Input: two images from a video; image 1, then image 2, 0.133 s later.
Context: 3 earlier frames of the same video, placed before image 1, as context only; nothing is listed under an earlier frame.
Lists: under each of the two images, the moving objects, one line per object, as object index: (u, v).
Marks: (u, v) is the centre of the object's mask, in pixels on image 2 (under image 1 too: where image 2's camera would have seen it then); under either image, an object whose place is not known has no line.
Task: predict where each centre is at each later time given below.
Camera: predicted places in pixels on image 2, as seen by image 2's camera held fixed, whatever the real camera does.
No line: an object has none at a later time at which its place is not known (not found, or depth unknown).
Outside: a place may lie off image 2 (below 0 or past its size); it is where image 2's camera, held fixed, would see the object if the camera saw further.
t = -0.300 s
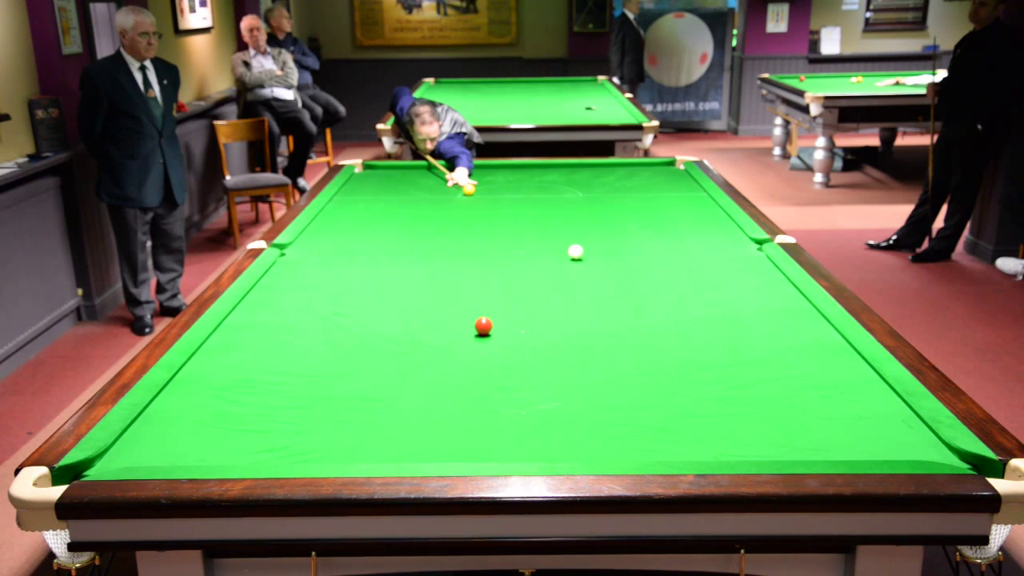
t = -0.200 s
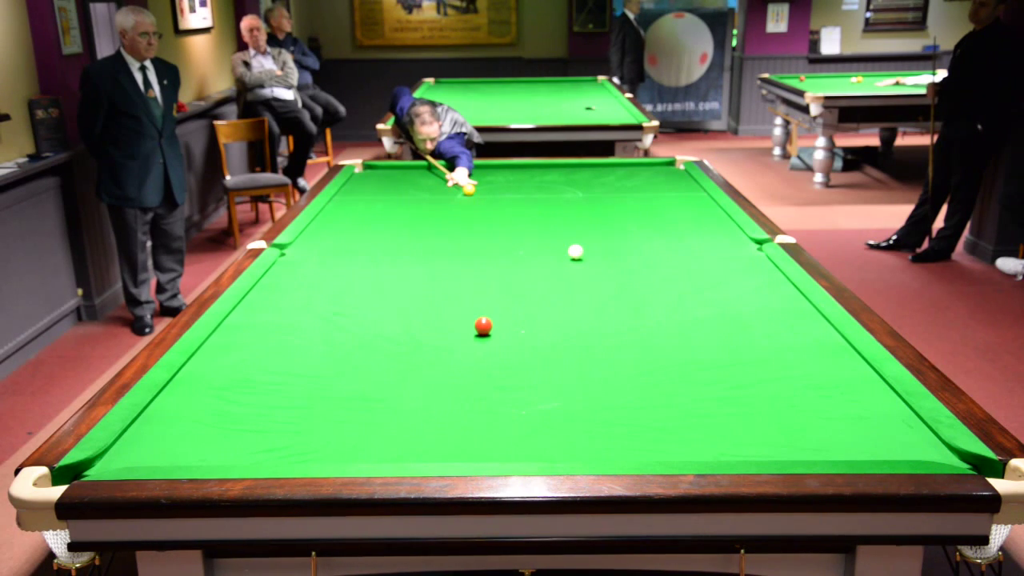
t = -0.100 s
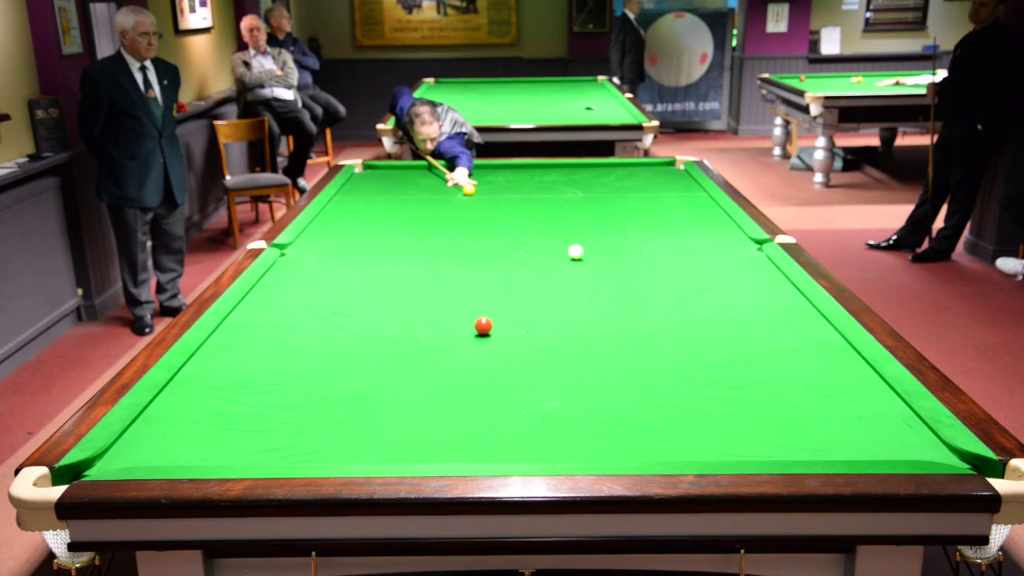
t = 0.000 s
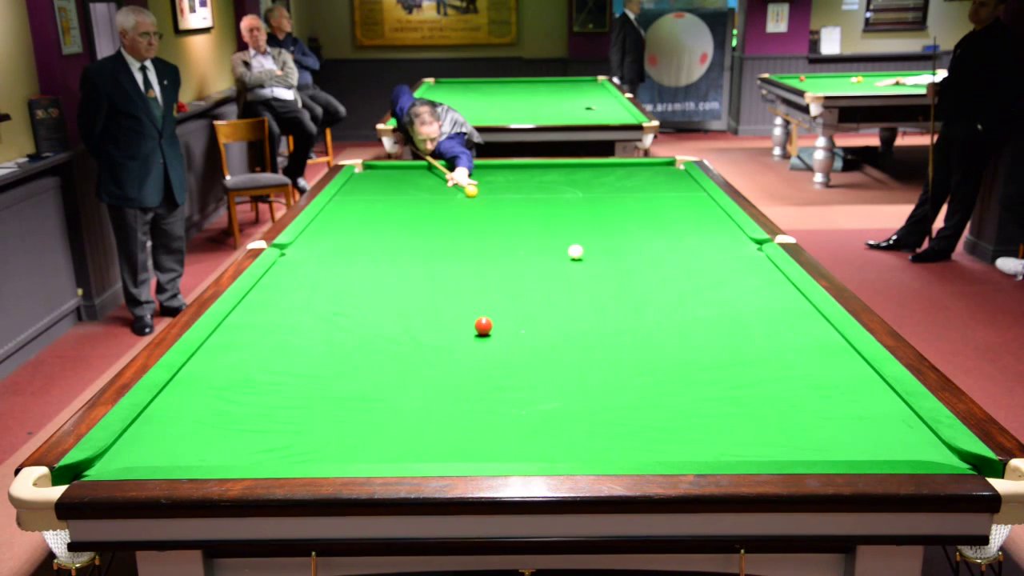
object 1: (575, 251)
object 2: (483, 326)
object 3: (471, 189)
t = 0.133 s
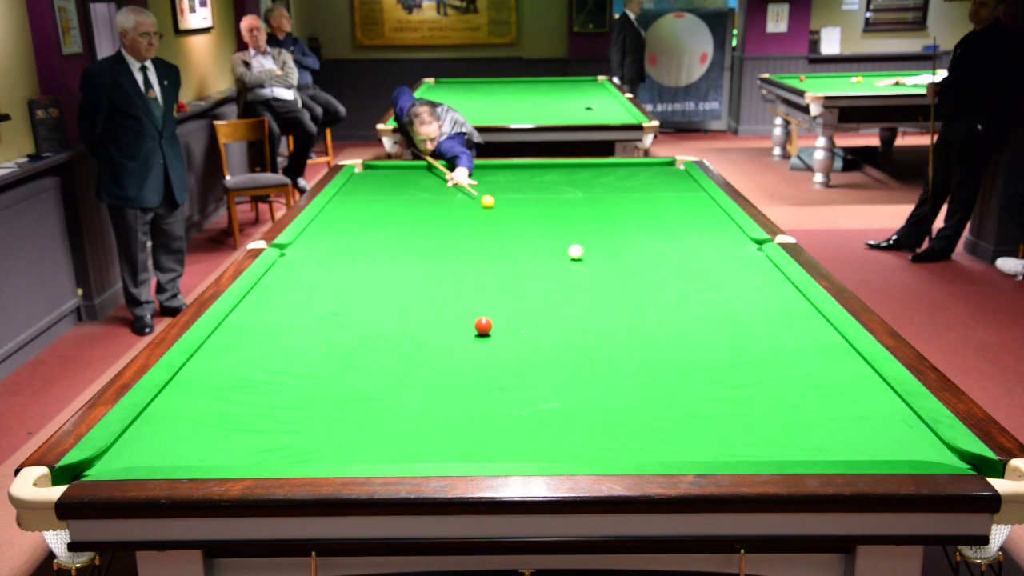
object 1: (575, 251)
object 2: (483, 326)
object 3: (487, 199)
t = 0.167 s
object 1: (575, 251)
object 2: (483, 326)
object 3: (491, 201)
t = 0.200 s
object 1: (575, 251)
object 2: (483, 326)
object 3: (495, 204)
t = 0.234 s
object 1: (575, 251)
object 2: (483, 326)
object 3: (499, 206)
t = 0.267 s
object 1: (575, 251)
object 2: (483, 326)
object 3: (503, 209)
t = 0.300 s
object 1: (575, 251)
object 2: (483, 326)
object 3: (507, 211)
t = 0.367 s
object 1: (575, 251)
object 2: (483, 326)
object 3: (516, 216)
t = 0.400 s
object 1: (575, 251)
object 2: (483, 326)
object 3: (520, 219)
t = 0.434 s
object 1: (575, 251)
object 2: (483, 326)
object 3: (524, 222)
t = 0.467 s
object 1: (575, 251)
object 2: (483, 326)
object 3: (528, 225)
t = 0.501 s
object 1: (575, 251)
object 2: (483, 326)
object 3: (533, 227)
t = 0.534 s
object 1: (575, 251)
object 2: (483, 326)
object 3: (538, 230)
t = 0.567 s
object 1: (575, 251)
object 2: (483, 326)
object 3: (544, 234)
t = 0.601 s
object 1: (575, 251)
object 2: (483, 326)
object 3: (548, 237)
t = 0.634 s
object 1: (575, 251)
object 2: (483, 326)
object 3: (554, 240)
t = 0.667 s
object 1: (575, 251)
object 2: (483, 326)
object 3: (559, 244)
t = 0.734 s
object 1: (586, 253)
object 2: (483, 326)
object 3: (559, 249)
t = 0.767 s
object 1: (595, 254)
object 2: (483, 326)
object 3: (556, 251)
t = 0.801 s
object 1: (604, 256)
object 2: (483, 326)
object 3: (553, 255)
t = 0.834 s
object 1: (612, 258)
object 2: (483, 326)
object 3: (550, 256)
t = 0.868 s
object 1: (620, 260)
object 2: (483, 326)
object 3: (548, 259)
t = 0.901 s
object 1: (627, 261)
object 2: (483, 326)
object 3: (546, 261)
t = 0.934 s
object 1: (634, 262)
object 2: (483, 326)
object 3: (545, 263)
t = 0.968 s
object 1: (641, 264)
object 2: (483, 326)
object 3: (542, 265)
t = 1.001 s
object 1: (648, 265)
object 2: (483, 326)
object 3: (540, 267)
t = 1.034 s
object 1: (655, 267)
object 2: (483, 326)
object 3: (538, 270)
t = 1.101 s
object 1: (669, 270)
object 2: (483, 326)
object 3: (534, 275)
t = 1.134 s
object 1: (676, 271)
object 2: (483, 326)
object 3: (532, 277)
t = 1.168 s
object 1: (683, 272)
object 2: (483, 326)
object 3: (530, 279)
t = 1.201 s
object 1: (690, 274)
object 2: (483, 326)
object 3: (528, 282)
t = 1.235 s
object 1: (698, 275)
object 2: (483, 326)
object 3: (526, 284)
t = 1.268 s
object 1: (705, 277)
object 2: (483, 326)
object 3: (524, 287)
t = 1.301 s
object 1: (712, 278)
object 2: (483, 326)
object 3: (521, 289)
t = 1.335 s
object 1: (720, 280)
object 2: (483, 326)
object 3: (519, 292)
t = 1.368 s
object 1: (727, 281)
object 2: (483, 326)
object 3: (517, 294)
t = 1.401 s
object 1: (735, 283)
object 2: (483, 326)
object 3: (514, 297)
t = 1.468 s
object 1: (750, 286)
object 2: (483, 326)
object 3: (510, 302)
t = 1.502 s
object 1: (758, 287)
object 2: (483, 326)
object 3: (507, 305)
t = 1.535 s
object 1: (765, 289)
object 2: (483, 326)
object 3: (505, 307)
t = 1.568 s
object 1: (773, 291)
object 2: (483, 326)
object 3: (502, 310)
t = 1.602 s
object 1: (781, 292)
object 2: (483, 326)
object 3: (500, 313)
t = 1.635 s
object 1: (789, 294)
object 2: (483, 326)
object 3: (498, 316)
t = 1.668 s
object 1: (797, 296)
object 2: (483, 326)
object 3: (496, 318)
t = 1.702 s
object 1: (796, 297)
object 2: (480, 327)
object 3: (495, 320)
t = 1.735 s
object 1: (792, 298)
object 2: (476, 329)
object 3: (496, 321)
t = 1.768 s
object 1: (789, 300)
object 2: (472, 331)
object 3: (497, 323)
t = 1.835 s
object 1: (784, 303)
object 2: (465, 335)
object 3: (500, 324)
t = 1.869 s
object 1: (782, 304)
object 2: (462, 336)
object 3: (500, 326)
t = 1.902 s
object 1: (779, 305)
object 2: (459, 338)
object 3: (502, 326)
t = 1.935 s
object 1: (777, 307)
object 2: (455, 340)
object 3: (502, 328)
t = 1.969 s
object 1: (775, 309)
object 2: (452, 342)
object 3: (503, 329)
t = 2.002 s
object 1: (772, 310)
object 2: (449, 343)
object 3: (505, 330)
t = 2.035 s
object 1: (770, 311)
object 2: (445, 345)
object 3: (506, 331)
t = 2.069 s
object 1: (767, 313)
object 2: (442, 347)
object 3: (506, 332)
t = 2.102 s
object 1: (765, 314)
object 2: (439, 349)
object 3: (507, 333)
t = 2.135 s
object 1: (763, 316)
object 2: (435, 350)
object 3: (508, 334)
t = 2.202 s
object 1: (758, 319)
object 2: (429, 354)
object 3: (510, 336)
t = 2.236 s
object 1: (755, 320)
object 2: (425, 355)
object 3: (511, 337)
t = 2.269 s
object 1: (753, 322)
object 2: (422, 357)
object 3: (512, 338)
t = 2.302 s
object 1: (751, 323)
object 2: (419, 359)
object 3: (513, 339)
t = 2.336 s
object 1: (748, 325)
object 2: (415, 361)
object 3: (514, 340)
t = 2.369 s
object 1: (745, 326)
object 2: (412, 362)
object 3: (515, 341)
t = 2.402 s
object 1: (743, 328)
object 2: (409, 364)
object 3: (516, 342)
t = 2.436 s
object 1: (740, 329)
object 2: (405, 366)
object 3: (517, 343)
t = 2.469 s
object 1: (738, 331)
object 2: (402, 368)
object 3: (518, 343)
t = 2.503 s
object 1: (736, 333)
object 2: (399, 370)
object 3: (519, 345)
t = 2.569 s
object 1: (731, 335)
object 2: (392, 373)
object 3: (521, 347)
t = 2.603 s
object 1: (728, 337)
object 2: (389, 375)
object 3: (522, 347)
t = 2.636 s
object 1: (725, 338)
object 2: (385, 377)
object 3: (523, 348)
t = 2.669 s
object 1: (723, 340)
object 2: (382, 379)
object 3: (523, 349)
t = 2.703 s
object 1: (720, 342)
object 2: (378, 380)
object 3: (524, 350)
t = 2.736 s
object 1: (718, 343)
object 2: (375, 382)
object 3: (525, 351)
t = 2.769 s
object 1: (715, 345)
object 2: (371, 384)
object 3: (526, 352)
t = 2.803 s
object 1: (713, 346)
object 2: (368, 386)
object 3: (527, 353)
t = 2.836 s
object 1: (710, 348)
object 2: (364, 388)
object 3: (528, 354)
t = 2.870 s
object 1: (708, 349)
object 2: (361, 389)
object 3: (529, 354)
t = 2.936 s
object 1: (702, 352)
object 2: (354, 393)
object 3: (530, 356)
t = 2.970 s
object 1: (700, 354)
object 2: (351, 395)
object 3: (531, 357)
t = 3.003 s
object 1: (697, 356)
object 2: (347, 396)
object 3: (532, 358)
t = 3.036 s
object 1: (694, 357)
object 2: (344, 398)
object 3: (533, 359)
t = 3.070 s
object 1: (692, 359)
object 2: (340, 400)
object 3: (534, 359)
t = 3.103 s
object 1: (689, 361)
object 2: (337, 402)
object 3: (535, 360)
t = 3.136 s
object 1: (687, 362)
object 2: (334, 404)
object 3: (535, 361)
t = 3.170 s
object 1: (684, 363)
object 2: (330, 406)
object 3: (536, 361)
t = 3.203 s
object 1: (682, 365)
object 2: (326, 408)
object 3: (537, 362)
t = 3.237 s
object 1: (679, 367)
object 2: (323, 409)
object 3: (538, 363)
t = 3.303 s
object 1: (674, 370)
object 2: (316, 413)
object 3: (540, 364)
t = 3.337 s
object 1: (671, 371)
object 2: (313, 415)
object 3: (540, 365)
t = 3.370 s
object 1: (668, 373)
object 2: (309, 417)
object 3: (541, 366)
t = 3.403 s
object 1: (665, 374)
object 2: (306, 419)
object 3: (542, 367)
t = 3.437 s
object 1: (663, 376)
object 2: (302, 420)
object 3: (543, 367)
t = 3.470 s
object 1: (660, 378)
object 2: (299, 422)
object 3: (544, 368)
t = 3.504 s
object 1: (657, 379)
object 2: (295, 424)
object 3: (545, 369)
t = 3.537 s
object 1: (655, 381)
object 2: (292, 426)
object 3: (546, 369)
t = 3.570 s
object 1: (652, 382)
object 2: (289, 428)
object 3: (546, 370)
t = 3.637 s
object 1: (647, 386)
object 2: (282, 431)
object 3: (548, 371)
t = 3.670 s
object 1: (644, 387)
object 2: (278, 433)
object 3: (548, 372)
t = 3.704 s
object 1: (641, 389)
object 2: (275, 435)
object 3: (549, 372)
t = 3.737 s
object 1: (639, 391)
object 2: (271, 437)
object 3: (550, 373)
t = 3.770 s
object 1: (636, 392)
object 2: (268, 439)
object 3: (551, 374)
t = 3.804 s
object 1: (633, 393)
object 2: (265, 441)
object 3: (551, 374)
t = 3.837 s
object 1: (631, 395)
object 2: (261, 443)
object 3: (552, 375)
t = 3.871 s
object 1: (628, 396)
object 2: (258, 444)
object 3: (553, 375)
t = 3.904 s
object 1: (625, 398)
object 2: (254, 446)
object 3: (553, 376)
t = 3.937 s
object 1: (622, 400)
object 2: (251, 448)
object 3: (554, 376)
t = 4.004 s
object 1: (617, 403)
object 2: (244, 451)
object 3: (555, 378)
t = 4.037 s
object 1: (614, 404)
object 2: (241, 453)
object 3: (556, 378)
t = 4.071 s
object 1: (611, 406)
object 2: (238, 454)
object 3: (556, 378)
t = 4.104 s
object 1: (609, 407)
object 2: (234, 455)
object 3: (557, 379)
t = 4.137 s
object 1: (606, 409)
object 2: (231, 456)
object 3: (558, 379)
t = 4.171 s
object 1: (603, 411)
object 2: (228, 457)
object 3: (558, 380)
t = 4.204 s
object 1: (601, 412)
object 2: (224, 458)
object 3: (559, 380)
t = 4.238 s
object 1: (598, 414)
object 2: (221, 458)
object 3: (559, 381)
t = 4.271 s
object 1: (596, 416)
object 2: (220, 458)
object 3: (560, 381)
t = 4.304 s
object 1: (593, 417)
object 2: (219, 457)
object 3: (560, 381)
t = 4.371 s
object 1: (587, 420)
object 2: (217, 457)
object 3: (561, 382)
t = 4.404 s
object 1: (585, 422)
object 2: (216, 456)
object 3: (562, 382)
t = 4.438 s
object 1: (582, 424)
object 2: (214, 456)
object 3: (562, 383)
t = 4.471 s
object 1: (580, 425)
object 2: (213, 455)
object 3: (563, 383)
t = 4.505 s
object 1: (577, 427)
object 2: (212, 455)
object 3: (563, 383)
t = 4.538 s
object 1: (574, 428)
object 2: (211, 454)
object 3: (563, 383)
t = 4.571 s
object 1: (572, 430)
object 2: (210, 454)
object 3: (564, 384)
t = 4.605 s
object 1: (569, 431)
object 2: (209, 454)
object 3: (564, 384)
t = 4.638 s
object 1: (567, 433)
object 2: (208, 453)
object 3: (564, 384)
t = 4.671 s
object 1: (564, 434)
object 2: (207, 453)
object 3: (565, 385)
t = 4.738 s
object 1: (559, 438)
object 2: (206, 452)
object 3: (565, 385)
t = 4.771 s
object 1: (556, 439)
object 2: (205, 451)
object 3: (565, 385)
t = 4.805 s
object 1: (554, 440)
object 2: (204, 450)
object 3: (566, 385)
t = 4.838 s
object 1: (552, 442)
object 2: (203, 450)
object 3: (566, 386)
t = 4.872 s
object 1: (549, 443)
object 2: (202, 449)
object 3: (566, 386)
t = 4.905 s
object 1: (546, 445)
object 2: (202, 449)
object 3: (566, 386)
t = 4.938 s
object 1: (544, 446)
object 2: (201, 448)
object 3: (567, 386)
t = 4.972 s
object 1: (542, 447)
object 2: (200, 448)
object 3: (567, 386)
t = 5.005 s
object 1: (539, 449)
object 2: (200, 447)
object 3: (567, 386)
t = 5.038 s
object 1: (537, 450)
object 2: (199, 447)
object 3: (567, 386)
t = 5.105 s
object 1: (532, 451)
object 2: (197, 446)
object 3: (567, 386)
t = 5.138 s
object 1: (529, 452)
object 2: (197, 446)
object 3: (567, 387)
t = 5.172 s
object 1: (527, 453)
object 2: (196, 445)
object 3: (567, 386)
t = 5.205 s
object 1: (524, 454)
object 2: (195, 445)
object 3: (566, 387)
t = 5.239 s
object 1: (522, 454)
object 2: (195, 445)
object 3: (566, 387)
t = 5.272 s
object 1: (519, 455)
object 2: (194, 444)
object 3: (566, 387)
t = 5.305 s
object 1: (518, 455)
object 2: (194, 444)
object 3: (566, 386)
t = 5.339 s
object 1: (516, 455)
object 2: (193, 443)
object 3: (566, 387)
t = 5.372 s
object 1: (514, 454)
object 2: (193, 443)
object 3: (566, 387)
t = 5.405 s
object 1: (512, 454)
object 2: (192, 443)
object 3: (566, 387)
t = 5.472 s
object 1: (509, 453)
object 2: (191, 442)
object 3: (566, 387)
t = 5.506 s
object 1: (507, 453)
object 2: (191, 442)
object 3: (566, 387)
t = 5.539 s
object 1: (506, 452)
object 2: (190, 442)
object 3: (566, 387)
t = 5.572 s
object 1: (504, 452)
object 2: (190, 442)
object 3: (566, 387)
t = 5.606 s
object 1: (503, 452)
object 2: (190, 442)
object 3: (566, 387)
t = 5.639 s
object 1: (501, 452)
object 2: (189, 441)
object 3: (566, 387)
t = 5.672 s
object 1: (499, 451)
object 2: (189, 441)
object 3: (566, 387)
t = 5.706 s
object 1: (498, 451)
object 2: (189, 441)
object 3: (566, 387)
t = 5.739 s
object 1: (497, 451)
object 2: (188, 441)
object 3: (566, 387)
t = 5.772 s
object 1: (495, 451)
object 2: (188, 441)
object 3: (566, 387)
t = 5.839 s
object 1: (493, 450)
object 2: (188, 440)
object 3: (566, 387)
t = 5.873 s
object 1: (491, 450)
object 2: (187, 440)
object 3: (566, 387)
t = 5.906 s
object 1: (490, 450)
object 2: (187, 440)
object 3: (566, 387)
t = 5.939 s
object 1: (489, 449)
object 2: (187, 440)
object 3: (566, 387)
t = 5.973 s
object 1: (487, 449)
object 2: (187, 440)
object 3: (566, 387)
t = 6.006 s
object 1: (486, 448)
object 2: (187, 440)
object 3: (566, 387)
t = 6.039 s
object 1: (485, 448)
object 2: (186, 440)
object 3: (566, 387)
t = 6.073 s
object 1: (484, 448)
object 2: (186, 440)
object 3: (566, 387)
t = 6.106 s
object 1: (483, 447)
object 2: (186, 440)
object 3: (566, 387)
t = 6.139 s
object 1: (482, 447)
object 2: (186, 440)
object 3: (566, 387)
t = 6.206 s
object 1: (480, 446)
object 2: (186, 440)
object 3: (566, 387)
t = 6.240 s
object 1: (479, 446)
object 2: (186, 440)
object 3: (566, 387)
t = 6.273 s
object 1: (478, 446)
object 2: (186, 440)
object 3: (566, 387)
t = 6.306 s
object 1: (477, 446)
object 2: (186, 440)
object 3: (566, 387)
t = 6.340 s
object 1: (476, 446)
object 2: (186, 440)
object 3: (566, 387)
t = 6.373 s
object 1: (475, 445)
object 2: (186, 440)
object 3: (566, 387)
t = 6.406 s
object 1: (474, 445)
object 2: (186, 440)
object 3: (566, 387)
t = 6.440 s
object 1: (473, 445)
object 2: (186, 440)
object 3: (566, 387)
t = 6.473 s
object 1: (473, 445)
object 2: (186, 440)
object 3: (566, 387)
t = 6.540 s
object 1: (471, 445)
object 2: (186, 440)
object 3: (566, 387)
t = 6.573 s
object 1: (470, 445)
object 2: (186, 440)
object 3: (566, 387)
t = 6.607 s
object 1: (470, 445)
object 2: (186, 440)
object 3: (566, 387)
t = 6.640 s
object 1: (469, 444)
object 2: (186, 440)
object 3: (566, 387)
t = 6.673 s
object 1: (469, 444)
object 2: (186, 440)
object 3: (566, 387)
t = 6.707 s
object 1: (468, 444)
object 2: (186, 440)
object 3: (566, 387)
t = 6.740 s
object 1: (468, 444)
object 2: (186, 440)
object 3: (566, 387)
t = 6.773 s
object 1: (468, 444)
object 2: (186, 440)
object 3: (566, 387)
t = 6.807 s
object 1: (467, 444)
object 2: (186, 440)
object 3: (566, 387)
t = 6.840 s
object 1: (467, 444)
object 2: (186, 440)
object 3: (566, 387)
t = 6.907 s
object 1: (467, 444)
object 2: (186, 440)
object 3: (566, 387)
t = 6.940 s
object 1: (466, 444)
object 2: (186, 440)
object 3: (566, 387)
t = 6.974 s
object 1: (466, 444)
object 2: (186, 440)
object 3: (566, 387)
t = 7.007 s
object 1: (466, 444)
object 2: (186, 440)
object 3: (566, 387)
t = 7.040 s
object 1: (466, 444)
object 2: (186, 440)
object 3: (566, 387)
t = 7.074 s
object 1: (466, 444)
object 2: (186, 440)
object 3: (566, 387)
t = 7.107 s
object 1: (466, 444)
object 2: (186, 440)
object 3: (566, 387)
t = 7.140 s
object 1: (466, 444)
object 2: (186, 440)
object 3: (566, 387)
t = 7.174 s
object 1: (466, 444)
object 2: (186, 440)
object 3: (566, 387)
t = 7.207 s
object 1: (466, 444)
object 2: (186, 440)
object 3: (566, 387)
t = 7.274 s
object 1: (466, 444)
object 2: (186, 440)
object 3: (566, 387)
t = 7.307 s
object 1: (466, 444)
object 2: (186, 440)
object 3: (566, 387)
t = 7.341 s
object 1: (466, 444)
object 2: (186, 440)
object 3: (566, 387)
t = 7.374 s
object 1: (466, 444)
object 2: (186, 440)
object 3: (566, 387)
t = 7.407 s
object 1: (466, 444)
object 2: (186, 440)
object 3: (566, 387)
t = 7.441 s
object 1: (466, 444)
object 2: (186, 440)
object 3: (566, 387)
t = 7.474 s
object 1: (466, 444)
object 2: (186, 440)
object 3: (566, 387)
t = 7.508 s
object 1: (466, 444)
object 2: (186, 440)
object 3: (566, 387)
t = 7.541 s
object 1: (466, 444)
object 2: (186, 440)
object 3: (566, 387)
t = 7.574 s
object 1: (466, 444)
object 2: (186, 440)
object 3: (566, 387)
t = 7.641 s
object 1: (466, 444)
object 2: (186, 440)
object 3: (566, 387)
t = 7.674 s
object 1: (466, 444)
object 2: (186, 440)
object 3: (566, 387)
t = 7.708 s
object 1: (466, 444)
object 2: (186, 440)
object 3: (566, 387)
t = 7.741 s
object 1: (466, 444)
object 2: (186, 440)
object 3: (566, 387)
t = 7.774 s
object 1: (466, 444)
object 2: (186, 440)
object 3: (566, 387)
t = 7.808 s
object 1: (466, 444)
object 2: (186, 440)
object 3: (566, 387)
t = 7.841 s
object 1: (466, 444)
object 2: (186, 440)
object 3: (566, 387)
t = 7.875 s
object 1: (466, 444)
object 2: (186, 440)
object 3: (566, 387)
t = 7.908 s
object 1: (466, 444)
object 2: (186, 440)
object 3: (566, 387)
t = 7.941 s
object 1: (466, 444)
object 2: (186, 440)
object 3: (566, 387)
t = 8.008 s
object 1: (466, 444)
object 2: (186, 440)
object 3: (566, 387)
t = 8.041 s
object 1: (466, 444)
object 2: (186, 440)
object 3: (566, 387)
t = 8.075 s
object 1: (466, 444)
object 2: (186, 440)
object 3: (566, 387)
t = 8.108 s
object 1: (466, 444)
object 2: (186, 440)
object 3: (566, 387)
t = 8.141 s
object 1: (466, 444)
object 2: (186, 440)
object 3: (566, 387)
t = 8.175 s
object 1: (466, 444)
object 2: (186, 440)
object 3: (566, 387)
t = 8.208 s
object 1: (466, 444)
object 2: (186, 440)
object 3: (566, 387)
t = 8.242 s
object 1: (466, 444)
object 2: (186, 440)
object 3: (566, 387)
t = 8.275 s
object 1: (466, 444)
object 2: (186, 440)
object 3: (566, 387)
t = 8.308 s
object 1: (466, 444)
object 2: (186, 440)
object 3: (566, 387)
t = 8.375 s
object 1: (466, 444)
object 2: (186, 440)
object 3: (566, 387)
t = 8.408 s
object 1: (466, 444)
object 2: (186, 440)
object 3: (566, 387)
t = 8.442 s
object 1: (466, 444)
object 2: (186, 440)
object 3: (566, 387)
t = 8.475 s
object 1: (466, 444)
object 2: (186, 440)
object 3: (566, 387)
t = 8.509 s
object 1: (466, 444)
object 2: (186, 440)
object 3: (566, 387)
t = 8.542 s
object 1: (466, 444)
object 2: (186, 440)
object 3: (566, 387)
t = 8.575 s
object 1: (466, 444)
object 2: (186, 440)
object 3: (566, 387)
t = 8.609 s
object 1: (466, 444)
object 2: (186, 440)
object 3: (566, 387)
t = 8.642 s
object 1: (466, 444)
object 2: (186, 440)
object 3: (566, 387)
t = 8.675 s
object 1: (466, 444)
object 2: (186, 440)
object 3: (566, 387)
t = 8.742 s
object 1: (466, 444)
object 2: (186, 440)
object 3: (566, 387)
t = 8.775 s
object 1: (466, 444)
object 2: (186, 440)
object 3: (566, 387)
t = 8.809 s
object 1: (466, 444)
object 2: (186, 440)
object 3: (566, 387)
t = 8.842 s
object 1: (466, 444)
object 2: (186, 440)
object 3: (566, 387)
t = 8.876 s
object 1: (466, 444)
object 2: (186, 440)
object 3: (566, 387)
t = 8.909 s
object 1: (466, 444)
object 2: (186, 440)
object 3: (566, 387)
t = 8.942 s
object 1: (466, 444)
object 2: (186, 440)
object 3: (566, 387)
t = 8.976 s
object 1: (466, 444)
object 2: (186, 440)
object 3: (566, 387)
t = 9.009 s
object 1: (466, 444)
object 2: (186, 440)
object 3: (566, 387)
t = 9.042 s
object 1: (466, 444)
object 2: (186, 440)
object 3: (566, 387)
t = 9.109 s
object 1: (466, 444)
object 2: (186, 440)
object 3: (566, 387)
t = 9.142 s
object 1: (466, 444)
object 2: (186, 440)
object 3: (566, 387)
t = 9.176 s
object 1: (466, 444)
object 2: (186, 440)
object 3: (566, 387)
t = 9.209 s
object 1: (466, 444)
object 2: (186, 440)
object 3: (566, 387)
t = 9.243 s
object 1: (466, 444)
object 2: (186, 440)
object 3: (566, 387)
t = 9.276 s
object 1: (466, 444)
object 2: (186, 440)
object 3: (566, 387)
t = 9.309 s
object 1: (466, 444)
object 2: (186, 440)
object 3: (566, 387)
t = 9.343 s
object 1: (467, 444)
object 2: (186, 440)
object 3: (566, 387)
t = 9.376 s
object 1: (467, 444)
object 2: (186, 440)
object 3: (566, 387)
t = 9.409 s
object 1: (466, 444)
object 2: (186, 440)
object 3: (566, 387)
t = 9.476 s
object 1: (467, 444)
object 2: (186, 440)
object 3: (566, 387)
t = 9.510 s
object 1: (467, 444)
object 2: (186, 440)
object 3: (566, 387)
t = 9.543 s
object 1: (466, 444)
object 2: (186, 440)
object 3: (566, 387)
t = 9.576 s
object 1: (467, 444)
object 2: (186, 440)
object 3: (566, 387)
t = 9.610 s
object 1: (466, 444)
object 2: (186, 440)
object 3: (566, 387)
